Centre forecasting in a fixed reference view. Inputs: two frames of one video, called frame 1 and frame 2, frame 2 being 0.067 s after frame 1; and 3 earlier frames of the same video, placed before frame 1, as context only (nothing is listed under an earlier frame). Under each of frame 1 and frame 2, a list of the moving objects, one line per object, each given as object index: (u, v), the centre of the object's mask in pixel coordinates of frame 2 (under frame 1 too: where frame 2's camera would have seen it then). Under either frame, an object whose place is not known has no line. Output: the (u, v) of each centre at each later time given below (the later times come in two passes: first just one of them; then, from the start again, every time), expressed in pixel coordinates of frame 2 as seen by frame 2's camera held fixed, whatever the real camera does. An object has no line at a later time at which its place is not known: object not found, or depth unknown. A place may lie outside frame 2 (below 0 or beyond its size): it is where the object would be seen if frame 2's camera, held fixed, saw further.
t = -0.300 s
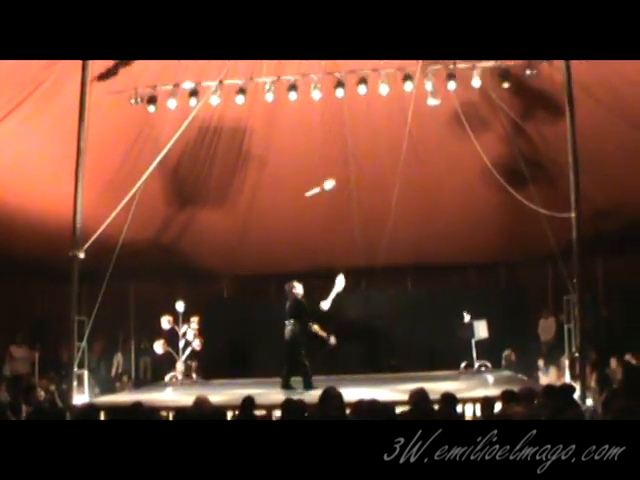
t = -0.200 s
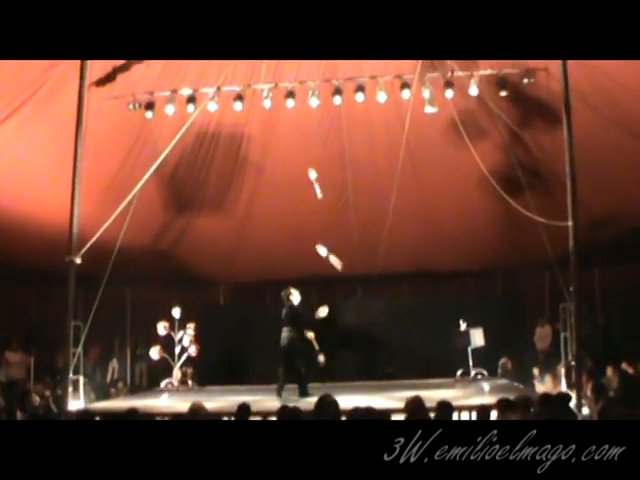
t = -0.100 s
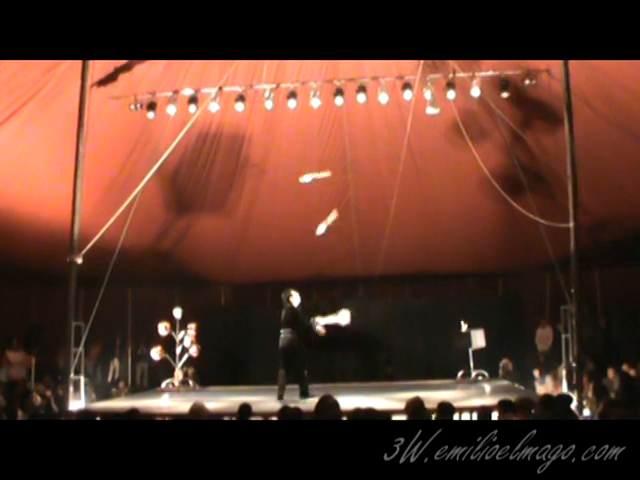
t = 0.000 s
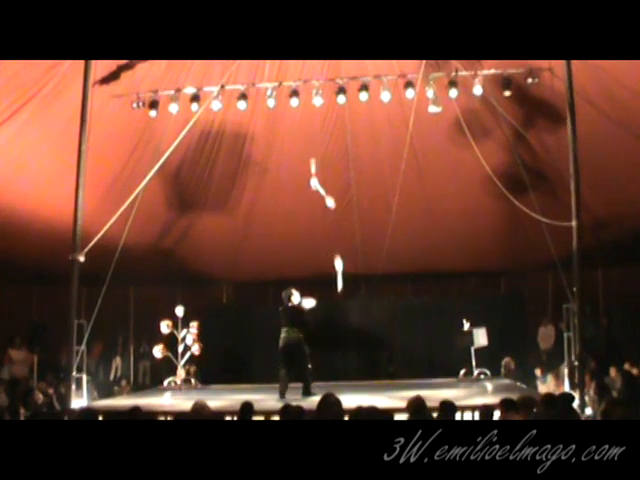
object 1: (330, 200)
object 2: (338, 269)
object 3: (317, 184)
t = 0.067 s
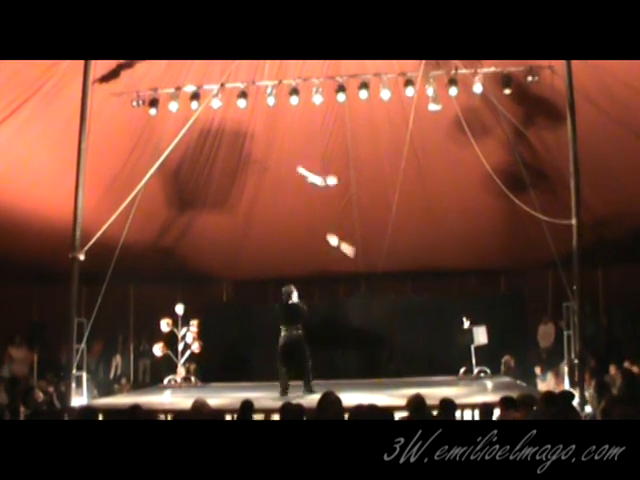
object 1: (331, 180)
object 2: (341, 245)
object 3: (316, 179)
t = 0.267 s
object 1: (318, 157)
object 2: (342, 185)
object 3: (306, 203)
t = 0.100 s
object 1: (328, 171)
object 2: (341, 232)
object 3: (319, 179)
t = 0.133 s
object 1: (325, 165)
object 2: (342, 221)
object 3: (318, 178)
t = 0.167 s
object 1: (320, 162)
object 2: (341, 210)
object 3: (312, 183)
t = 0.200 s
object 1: (319, 162)
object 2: (341, 202)
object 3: (309, 192)
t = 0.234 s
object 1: (319, 159)
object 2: (341, 193)
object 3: (307, 198)
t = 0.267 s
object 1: (318, 157)
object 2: (342, 185)
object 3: (306, 203)
